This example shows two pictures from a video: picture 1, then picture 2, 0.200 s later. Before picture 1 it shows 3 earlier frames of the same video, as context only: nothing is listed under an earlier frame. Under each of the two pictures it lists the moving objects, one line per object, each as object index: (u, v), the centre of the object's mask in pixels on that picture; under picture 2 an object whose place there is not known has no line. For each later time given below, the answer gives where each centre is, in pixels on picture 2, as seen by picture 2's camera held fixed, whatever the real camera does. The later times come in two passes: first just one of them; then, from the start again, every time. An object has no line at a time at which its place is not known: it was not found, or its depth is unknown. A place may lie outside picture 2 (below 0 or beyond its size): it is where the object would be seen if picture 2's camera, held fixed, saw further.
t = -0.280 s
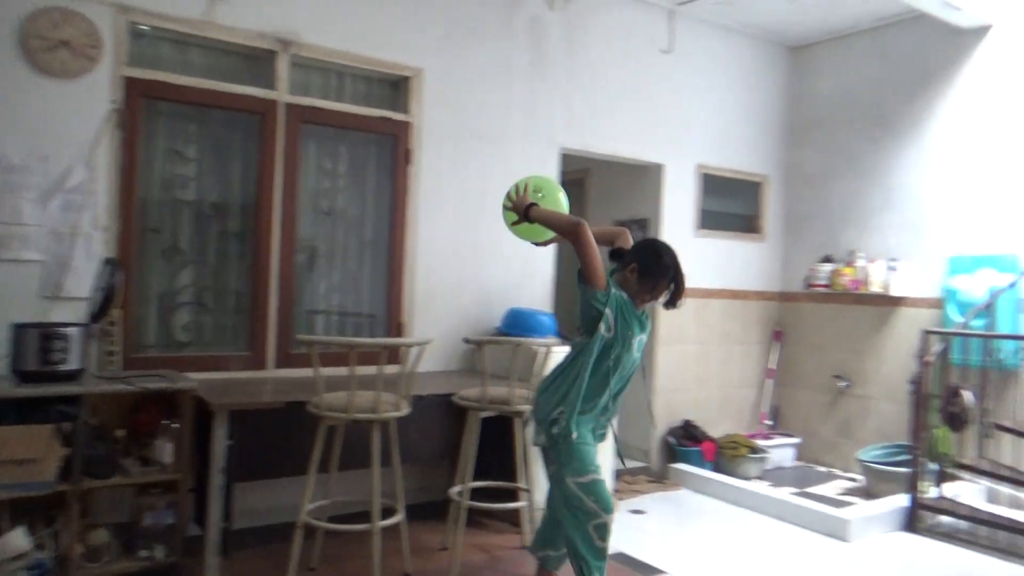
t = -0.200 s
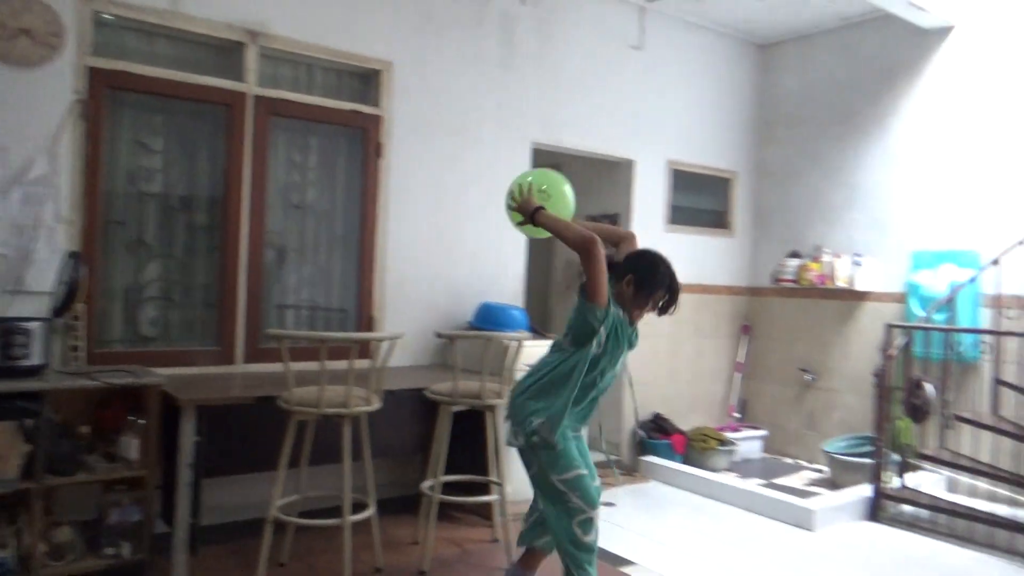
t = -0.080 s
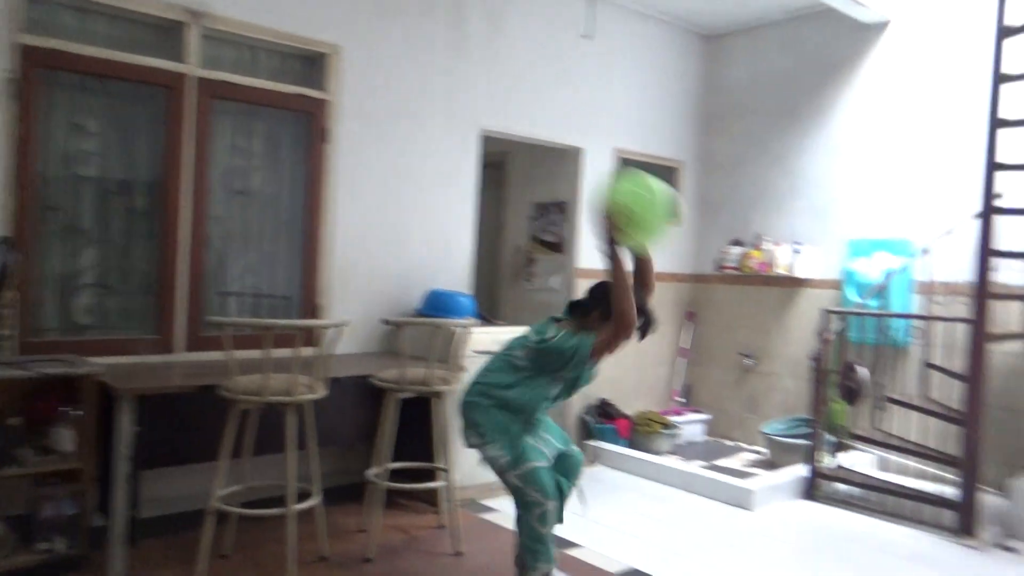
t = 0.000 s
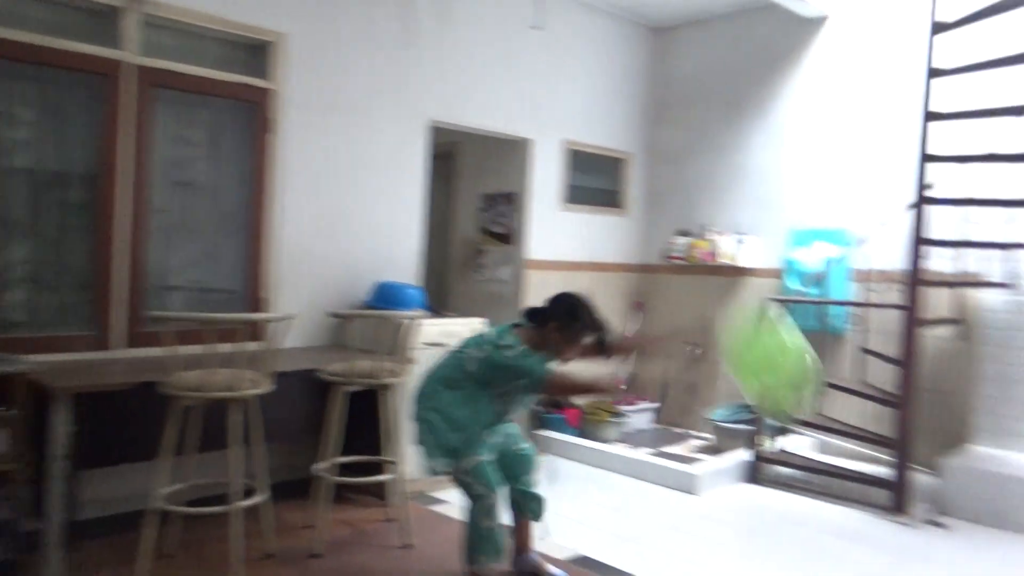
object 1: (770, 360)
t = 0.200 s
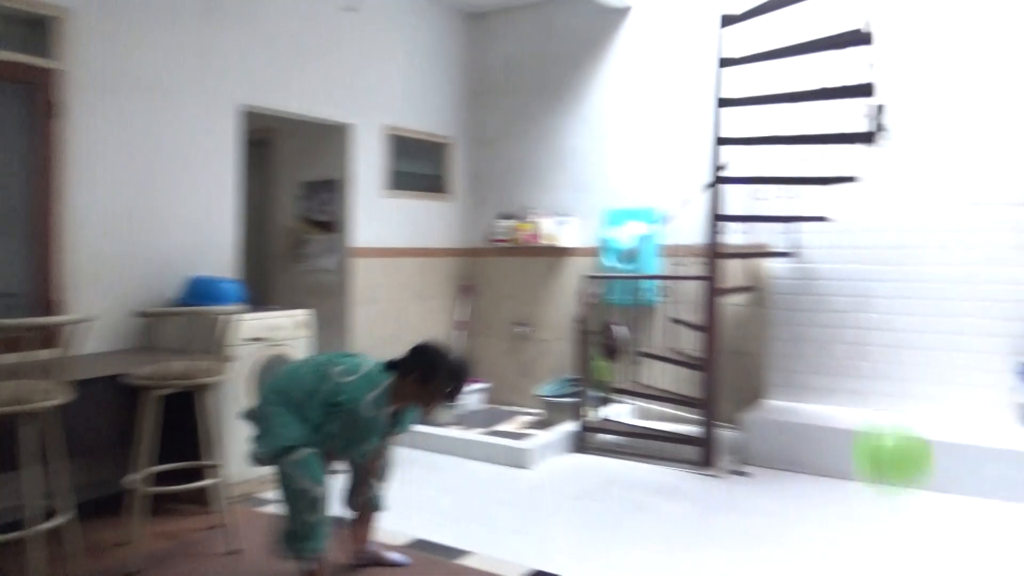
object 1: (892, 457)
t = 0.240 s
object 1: (926, 383)
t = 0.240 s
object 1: (926, 383)
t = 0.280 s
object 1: (962, 325)
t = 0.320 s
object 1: (997, 266)
